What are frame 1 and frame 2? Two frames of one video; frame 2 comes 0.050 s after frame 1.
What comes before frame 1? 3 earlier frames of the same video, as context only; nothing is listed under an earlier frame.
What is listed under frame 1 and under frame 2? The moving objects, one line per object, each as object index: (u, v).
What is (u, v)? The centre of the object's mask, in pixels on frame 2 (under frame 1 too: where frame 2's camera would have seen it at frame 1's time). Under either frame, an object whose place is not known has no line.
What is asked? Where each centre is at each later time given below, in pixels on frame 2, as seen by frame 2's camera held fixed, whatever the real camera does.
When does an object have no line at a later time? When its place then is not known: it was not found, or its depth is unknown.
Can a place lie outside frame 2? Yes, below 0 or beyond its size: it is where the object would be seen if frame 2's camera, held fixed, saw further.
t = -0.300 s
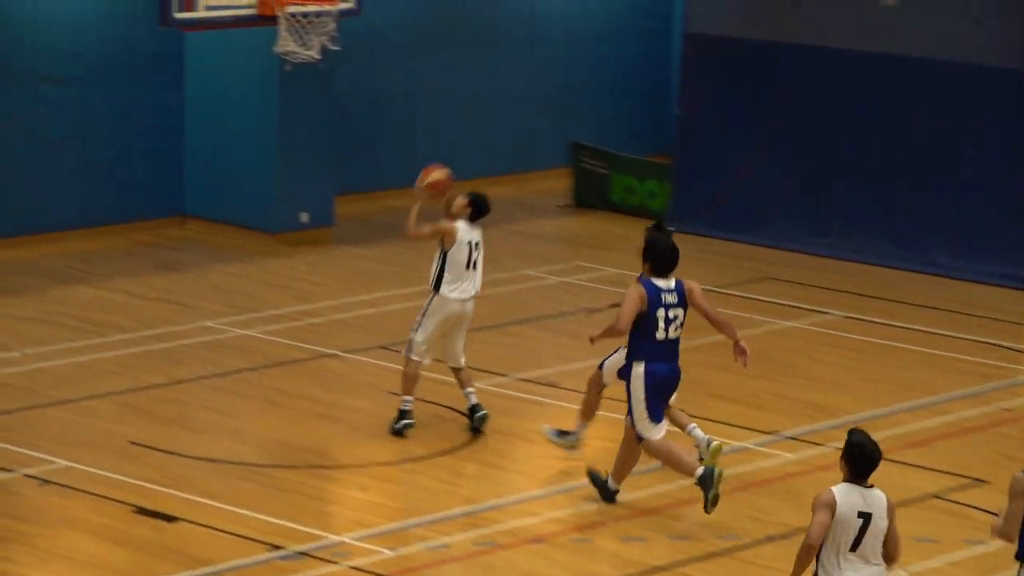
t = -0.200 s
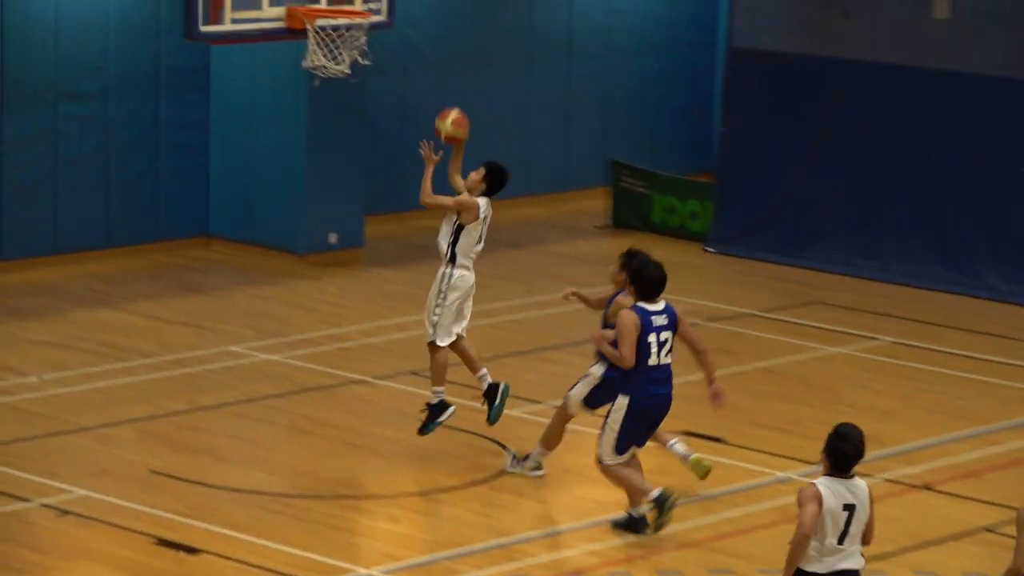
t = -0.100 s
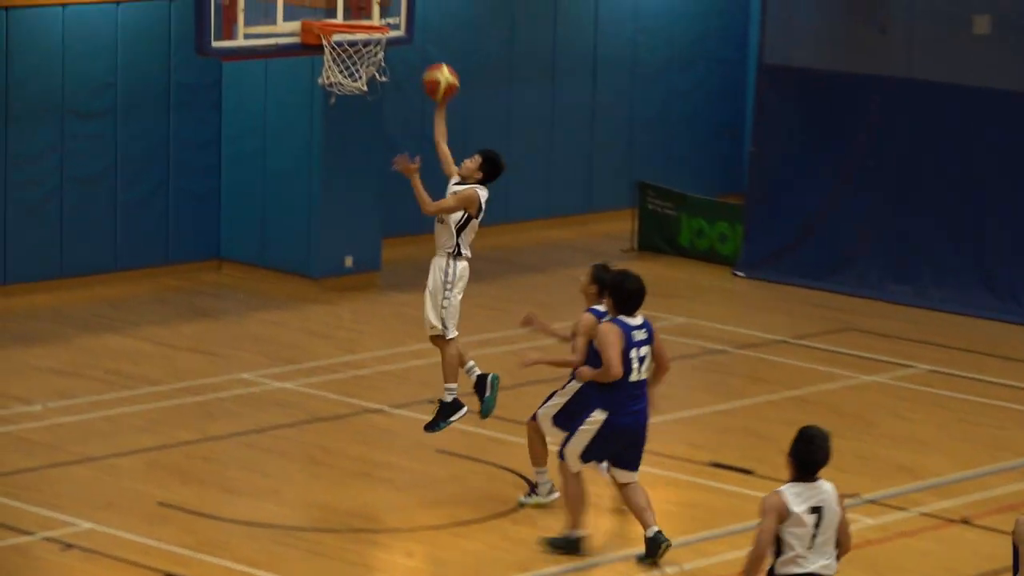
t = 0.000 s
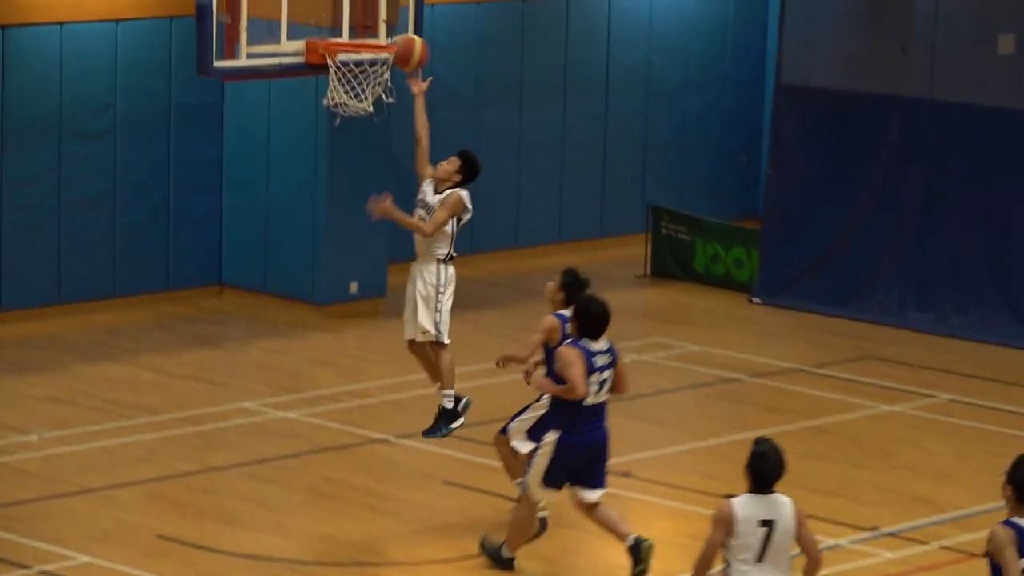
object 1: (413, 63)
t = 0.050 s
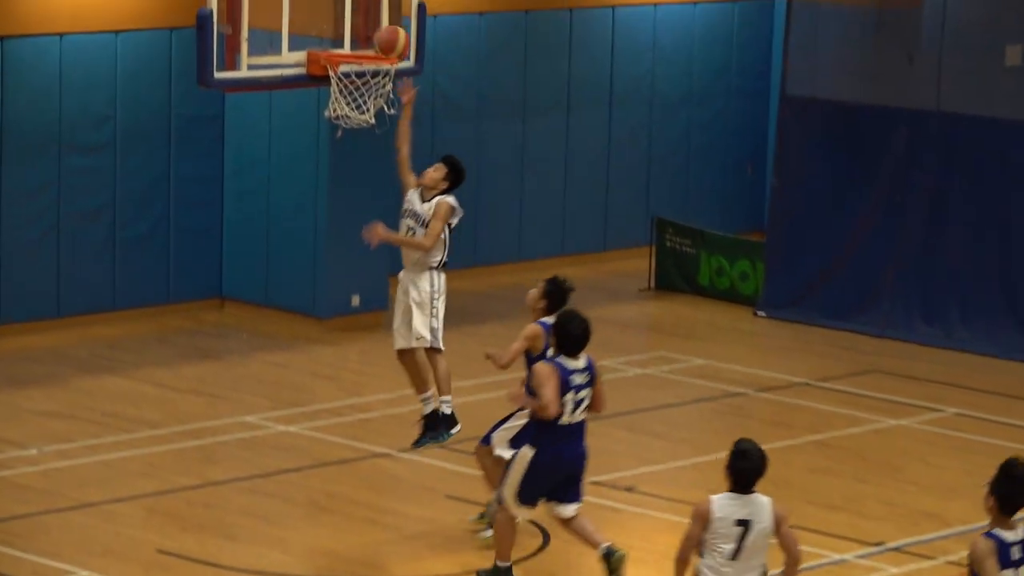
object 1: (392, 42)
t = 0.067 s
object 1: (386, 37)
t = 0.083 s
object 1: (380, 32)
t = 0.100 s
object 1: (378, 29)
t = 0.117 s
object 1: (379, 26)
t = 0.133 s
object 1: (380, 24)
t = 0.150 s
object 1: (382, 23)
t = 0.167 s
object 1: (383, 24)
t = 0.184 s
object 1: (385, 24)
